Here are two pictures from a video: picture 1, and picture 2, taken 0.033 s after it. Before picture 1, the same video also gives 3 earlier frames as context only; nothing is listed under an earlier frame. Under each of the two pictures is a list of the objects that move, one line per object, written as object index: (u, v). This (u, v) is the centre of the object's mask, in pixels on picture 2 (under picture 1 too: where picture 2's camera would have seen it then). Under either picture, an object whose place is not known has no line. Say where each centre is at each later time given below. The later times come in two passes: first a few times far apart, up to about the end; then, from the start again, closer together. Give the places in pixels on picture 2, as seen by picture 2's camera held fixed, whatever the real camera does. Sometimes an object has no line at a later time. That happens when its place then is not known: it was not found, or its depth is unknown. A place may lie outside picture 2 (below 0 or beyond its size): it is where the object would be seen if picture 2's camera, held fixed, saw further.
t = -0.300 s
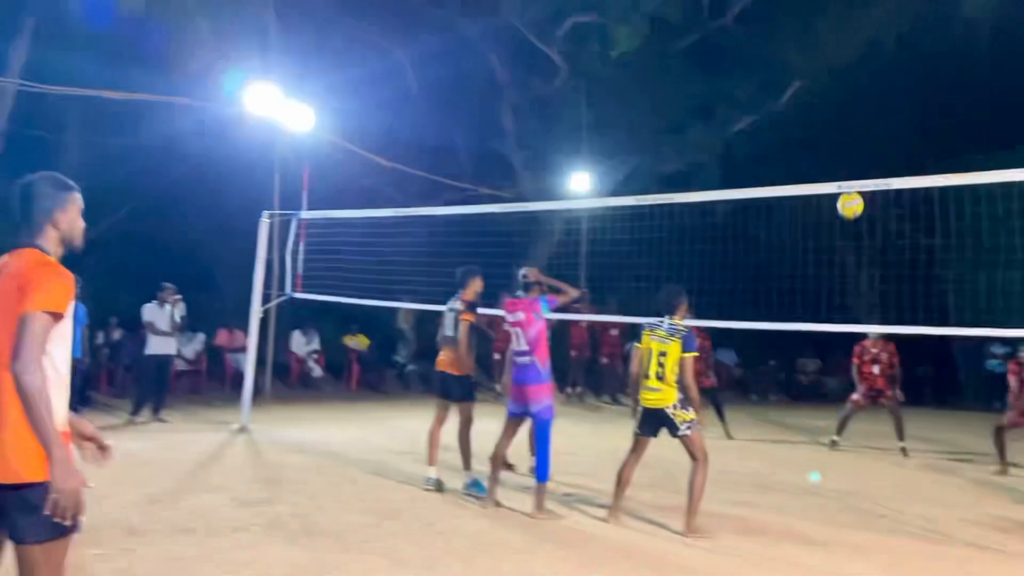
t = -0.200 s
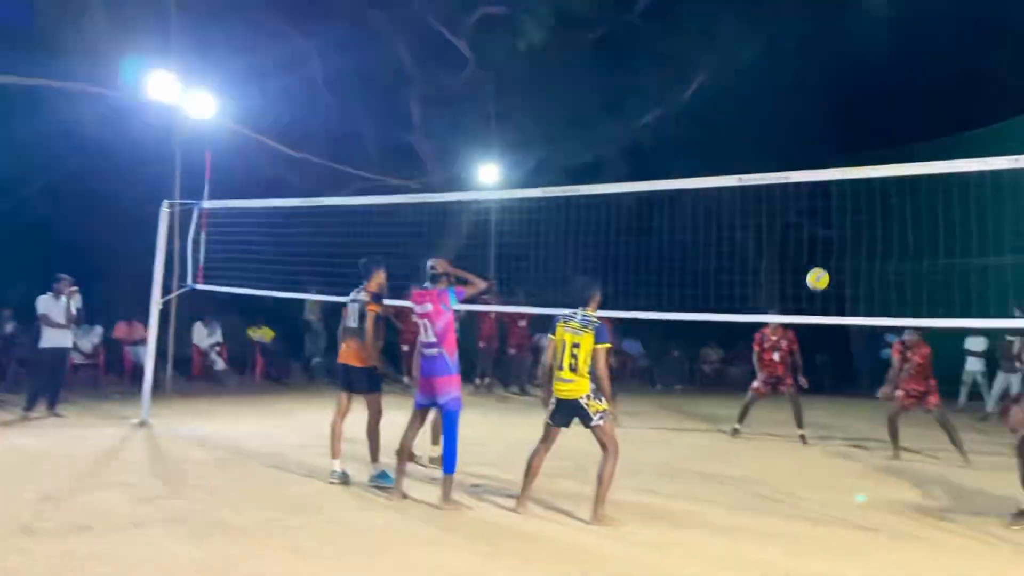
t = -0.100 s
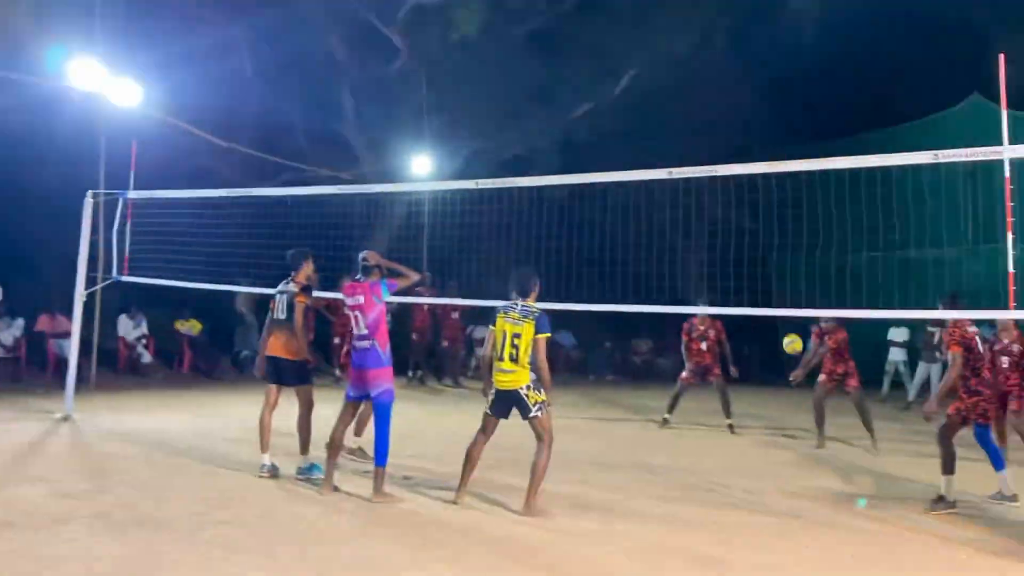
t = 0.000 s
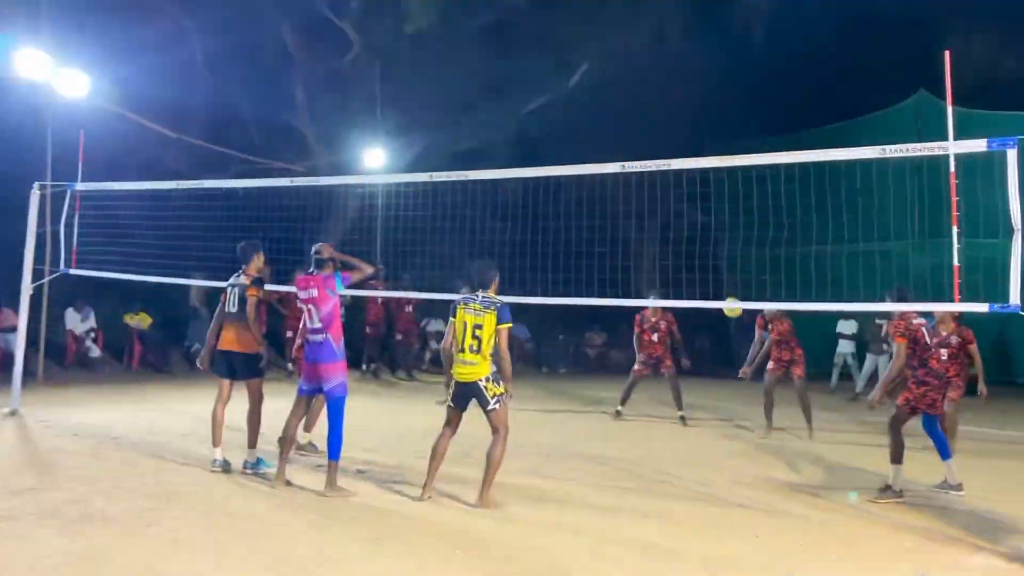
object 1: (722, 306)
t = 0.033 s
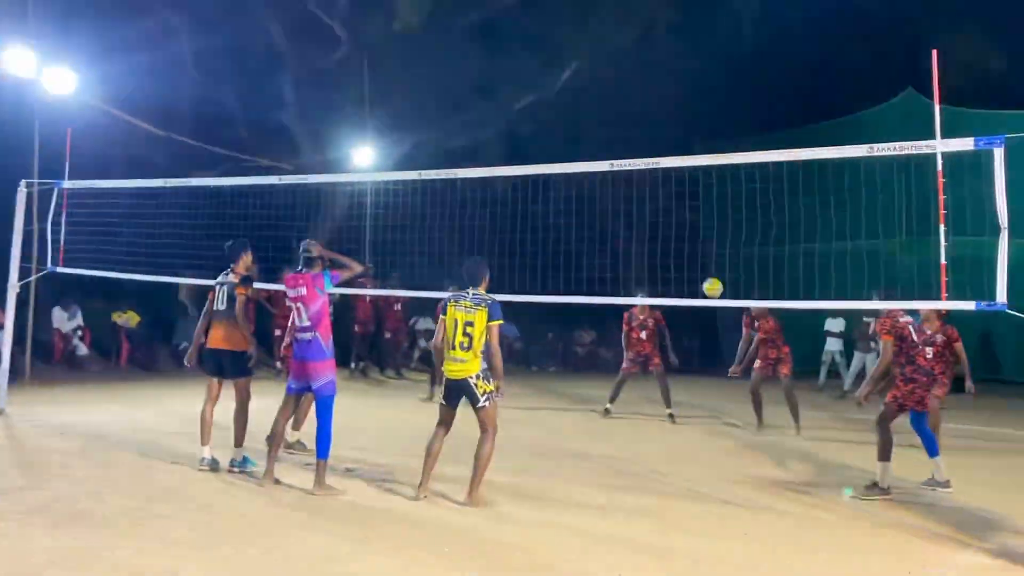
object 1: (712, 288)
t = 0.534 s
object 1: (576, 123)
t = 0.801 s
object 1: (493, 123)
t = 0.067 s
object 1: (704, 271)
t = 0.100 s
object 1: (694, 255)
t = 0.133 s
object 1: (685, 240)
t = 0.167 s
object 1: (676, 226)
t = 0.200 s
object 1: (667, 211)
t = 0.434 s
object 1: (605, 139)
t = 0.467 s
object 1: (595, 133)
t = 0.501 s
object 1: (586, 128)
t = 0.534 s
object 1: (576, 123)
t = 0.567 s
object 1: (567, 119)
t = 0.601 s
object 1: (556, 116)
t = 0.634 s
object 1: (546, 115)
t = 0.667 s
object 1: (536, 115)
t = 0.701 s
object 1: (525, 116)
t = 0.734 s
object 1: (514, 117)
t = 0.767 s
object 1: (504, 120)
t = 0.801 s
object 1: (493, 123)
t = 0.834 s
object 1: (481, 128)
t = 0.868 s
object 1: (469, 134)
